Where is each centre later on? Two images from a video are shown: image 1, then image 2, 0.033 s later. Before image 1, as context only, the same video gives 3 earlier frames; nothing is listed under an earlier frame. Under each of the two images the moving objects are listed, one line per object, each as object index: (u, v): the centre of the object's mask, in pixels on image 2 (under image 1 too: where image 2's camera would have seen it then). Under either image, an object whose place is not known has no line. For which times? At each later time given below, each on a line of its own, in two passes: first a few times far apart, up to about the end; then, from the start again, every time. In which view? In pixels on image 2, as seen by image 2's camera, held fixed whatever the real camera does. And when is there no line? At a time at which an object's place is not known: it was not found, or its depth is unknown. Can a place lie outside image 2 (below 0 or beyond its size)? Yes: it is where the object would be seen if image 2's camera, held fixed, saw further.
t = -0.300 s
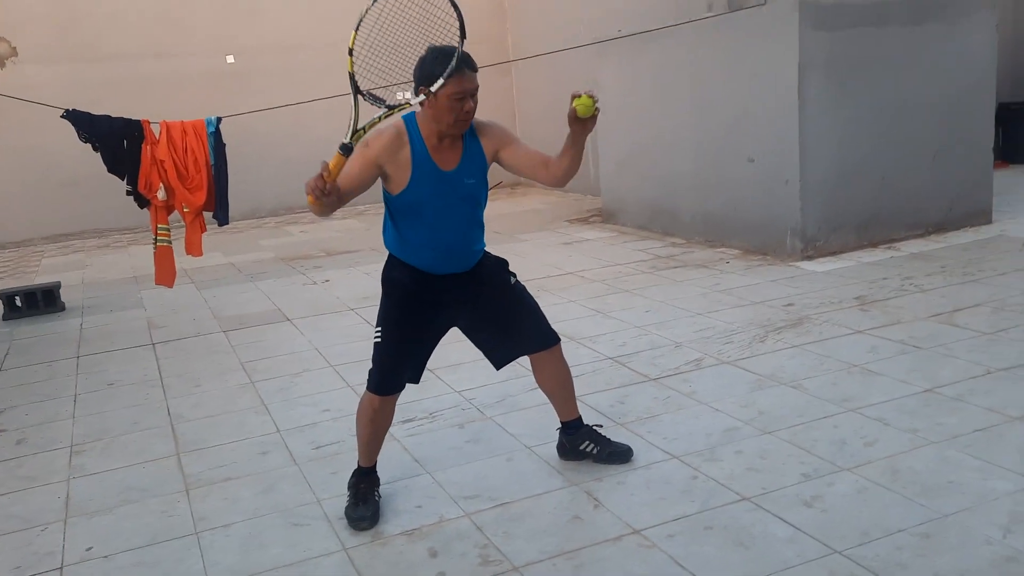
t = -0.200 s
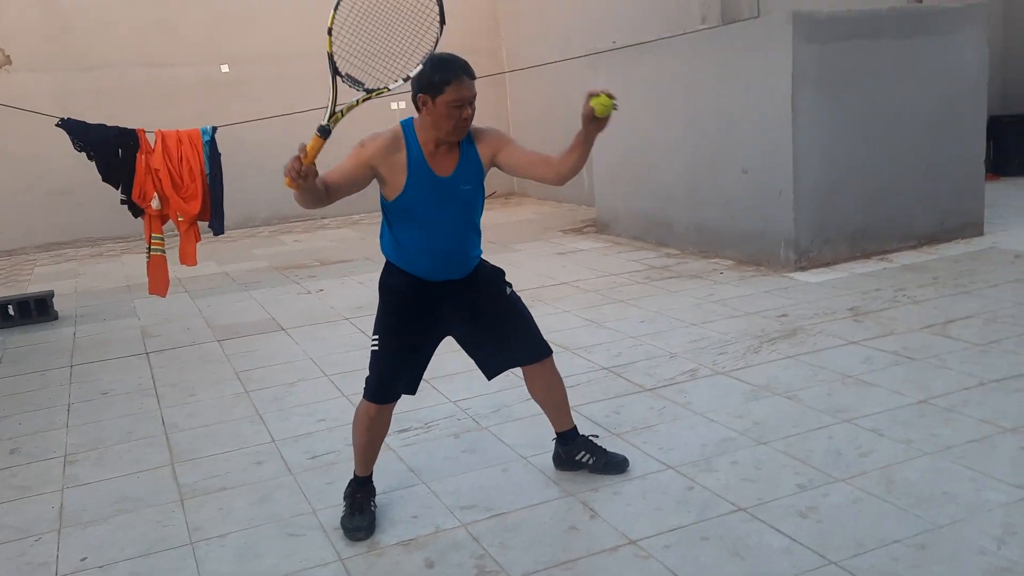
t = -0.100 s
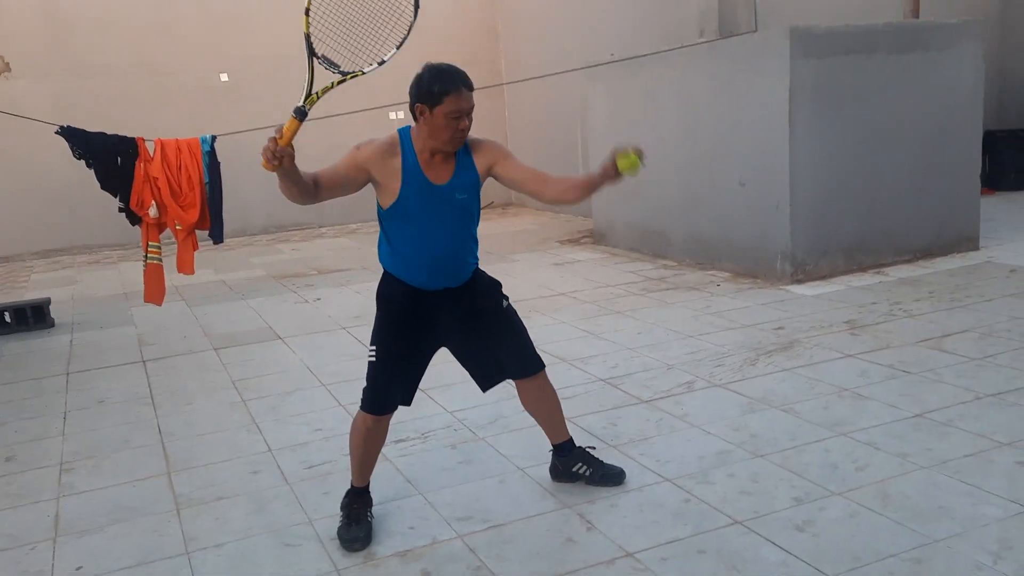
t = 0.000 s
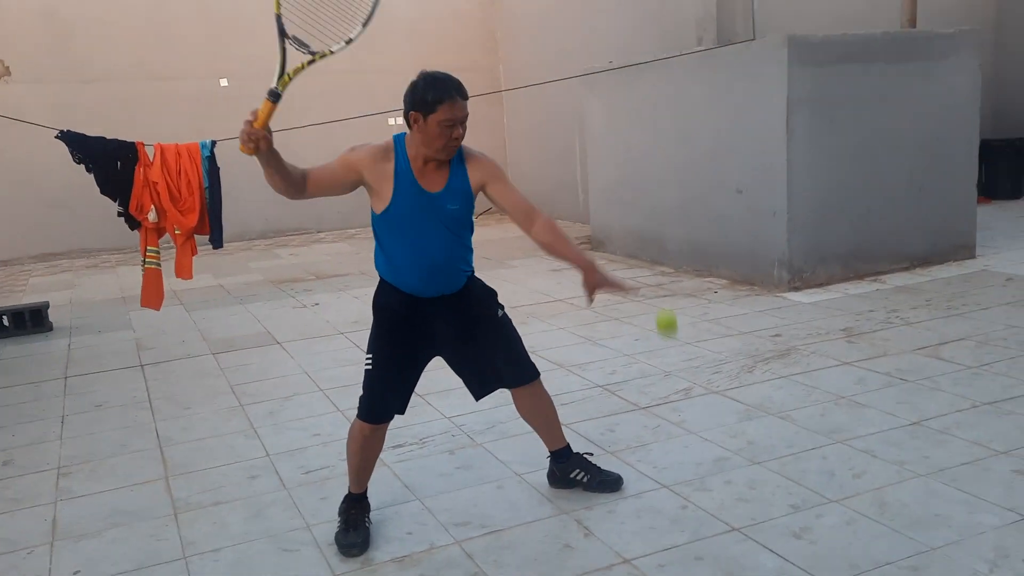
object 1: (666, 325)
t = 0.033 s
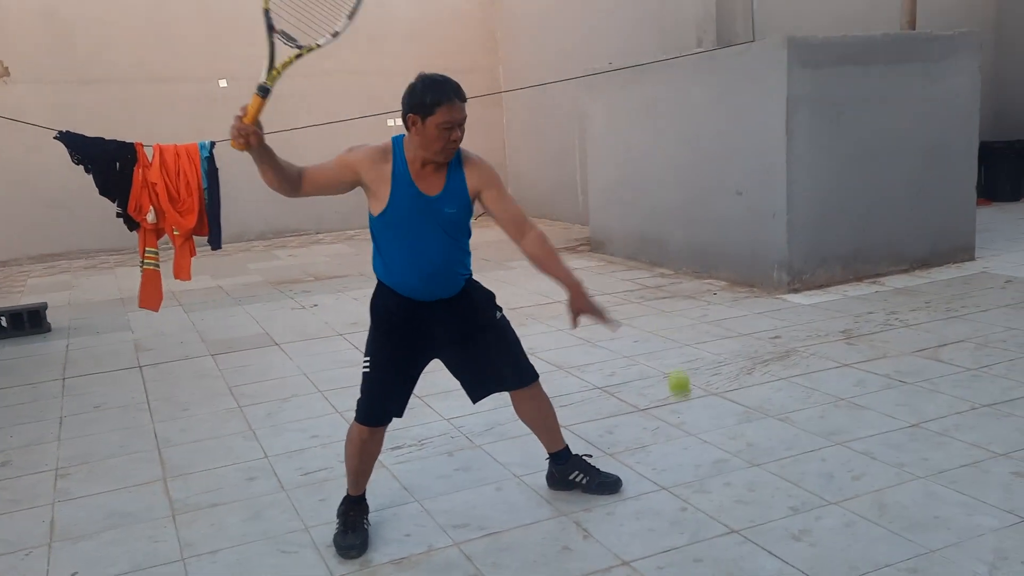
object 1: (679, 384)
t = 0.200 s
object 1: (720, 451)
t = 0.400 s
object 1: (741, 271)
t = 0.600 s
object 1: (762, 216)
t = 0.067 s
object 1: (692, 448)
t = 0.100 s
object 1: (705, 513)
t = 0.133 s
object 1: (713, 535)
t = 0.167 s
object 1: (716, 491)
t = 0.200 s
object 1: (720, 451)
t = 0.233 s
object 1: (723, 413)
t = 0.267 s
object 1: (726, 379)
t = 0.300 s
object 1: (730, 348)
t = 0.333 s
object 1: (733, 319)
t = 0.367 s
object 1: (737, 294)
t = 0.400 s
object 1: (741, 271)
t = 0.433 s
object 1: (744, 253)
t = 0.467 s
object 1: (748, 238)
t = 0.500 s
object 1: (751, 228)
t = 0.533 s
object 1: (755, 220)
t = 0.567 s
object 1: (759, 216)
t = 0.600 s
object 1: (762, 216)
